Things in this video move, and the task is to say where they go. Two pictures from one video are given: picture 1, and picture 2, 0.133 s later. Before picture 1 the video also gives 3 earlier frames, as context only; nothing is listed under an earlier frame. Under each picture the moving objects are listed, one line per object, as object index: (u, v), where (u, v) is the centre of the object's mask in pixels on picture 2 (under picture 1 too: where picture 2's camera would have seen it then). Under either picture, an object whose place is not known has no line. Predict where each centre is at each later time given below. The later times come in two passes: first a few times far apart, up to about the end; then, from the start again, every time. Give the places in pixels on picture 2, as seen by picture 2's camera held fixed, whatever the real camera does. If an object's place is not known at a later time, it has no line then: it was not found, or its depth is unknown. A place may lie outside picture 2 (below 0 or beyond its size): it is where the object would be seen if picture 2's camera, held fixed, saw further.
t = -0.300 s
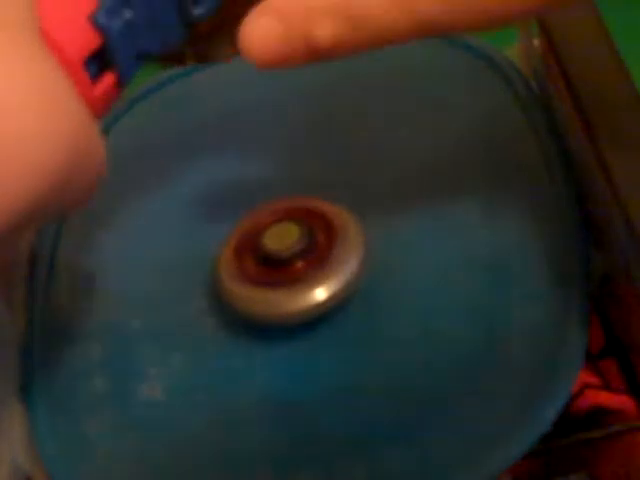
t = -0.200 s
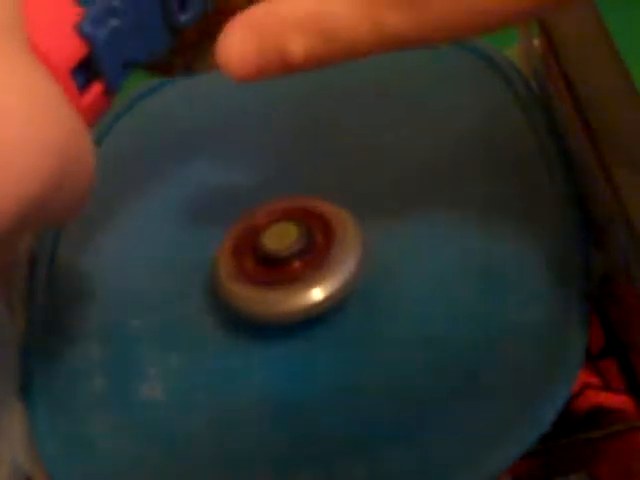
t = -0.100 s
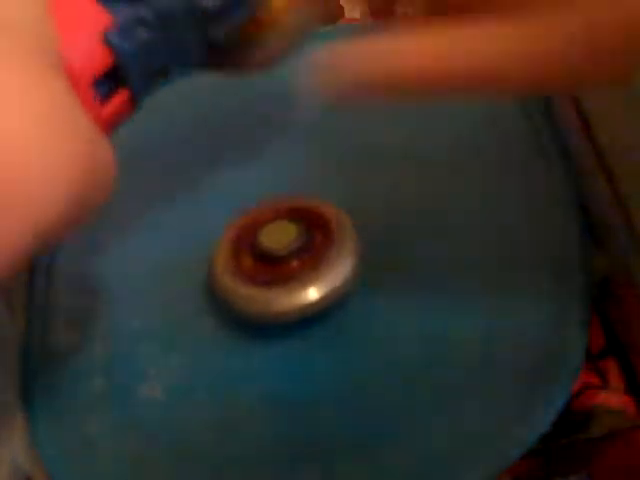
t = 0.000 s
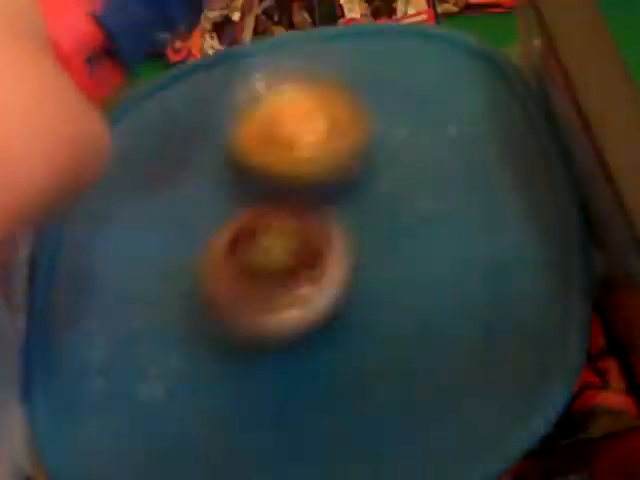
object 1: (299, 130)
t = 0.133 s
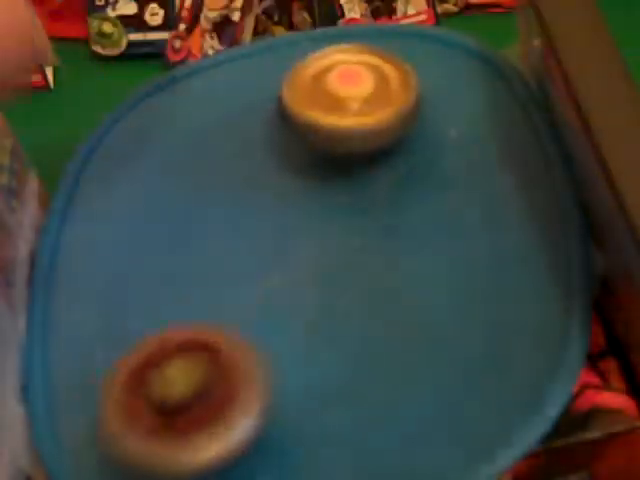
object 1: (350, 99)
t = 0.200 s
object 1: (341, 94)
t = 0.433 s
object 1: (289, 74)
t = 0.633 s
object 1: (266, 67)
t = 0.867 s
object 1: (261, 72)
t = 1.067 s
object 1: (238, 51)
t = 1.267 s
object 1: (234, 77)
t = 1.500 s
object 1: (242, 126)
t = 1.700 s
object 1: (227, 167)
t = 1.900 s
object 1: (230, 214)
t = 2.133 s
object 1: (241, 263)
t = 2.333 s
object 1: (227, 323)
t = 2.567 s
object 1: (217, 347)
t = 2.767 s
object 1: (207, 432)
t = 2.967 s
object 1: (249, 420)
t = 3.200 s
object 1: (277, 374)
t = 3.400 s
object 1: (291, 317)
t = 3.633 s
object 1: (318, 277)
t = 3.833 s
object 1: (347, 280)
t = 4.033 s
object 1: (384, 309)
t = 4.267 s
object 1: (416, 309)
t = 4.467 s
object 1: (428, 311)
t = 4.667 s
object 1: (410, 301)
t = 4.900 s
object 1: (380, 284)
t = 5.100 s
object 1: (353, 259)
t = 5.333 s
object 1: (377, 200)
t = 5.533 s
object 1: (370, 164)
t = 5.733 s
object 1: (375, 126)
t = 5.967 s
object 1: (396, 54)
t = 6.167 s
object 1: (385, 47)
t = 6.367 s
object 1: (376, 65)
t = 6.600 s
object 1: (360, 107)
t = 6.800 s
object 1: (365, 33)
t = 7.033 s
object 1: (315, 51)
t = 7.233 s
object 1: (271, 84)
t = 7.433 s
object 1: (232, 118)
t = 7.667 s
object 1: (197, 153)
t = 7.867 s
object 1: (177, 174)
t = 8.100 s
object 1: (174, 194)
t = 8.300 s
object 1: (190, 207)
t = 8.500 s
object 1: (221, 217)
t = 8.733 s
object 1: (221, 260)
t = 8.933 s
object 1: (233, 290)
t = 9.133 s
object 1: (245, 306)
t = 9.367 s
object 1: (259, 305)
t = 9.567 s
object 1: (280, 312)
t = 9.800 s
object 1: (305, 293)
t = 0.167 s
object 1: (348, 97)
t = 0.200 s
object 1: (341, 94)
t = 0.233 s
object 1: (331, 91)
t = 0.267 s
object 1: (323, 87)
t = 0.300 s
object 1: (315, 83)
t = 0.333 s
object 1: (307, 81)
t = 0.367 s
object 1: (300, 78)
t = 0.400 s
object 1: (295, 76)
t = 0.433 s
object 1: (289, 74)
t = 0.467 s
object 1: (284, 72)
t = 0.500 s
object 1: (280, 70)
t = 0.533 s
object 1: (275, 69)
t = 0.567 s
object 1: (272, 68)
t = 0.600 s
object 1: (269, 67)
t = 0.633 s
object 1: (266, 67)
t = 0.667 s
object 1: (265, 66)
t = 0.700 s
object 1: (264, 66)
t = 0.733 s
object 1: (264, 66)
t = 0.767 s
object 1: (264, 67)
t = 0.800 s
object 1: (263, 68)
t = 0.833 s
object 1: (262, 69)
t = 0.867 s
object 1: (261, 72)
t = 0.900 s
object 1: (261, 75)
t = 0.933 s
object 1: (258, 74)
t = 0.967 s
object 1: (247, 58)
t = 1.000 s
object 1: (242, 50)
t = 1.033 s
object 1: (239, 50)
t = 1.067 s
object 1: (238, 51)
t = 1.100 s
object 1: (236, 53)
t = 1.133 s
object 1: (233, 57)
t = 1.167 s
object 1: (232, 62)
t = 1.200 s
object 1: (232, 66)
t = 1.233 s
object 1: (233, 72)
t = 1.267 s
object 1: (234, 77)
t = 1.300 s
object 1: (235, 83)
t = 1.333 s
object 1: (236, 90)
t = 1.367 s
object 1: (238, 96)
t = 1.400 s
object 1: (240, 104)
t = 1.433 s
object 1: (241, 110)
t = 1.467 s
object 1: (241, 119)
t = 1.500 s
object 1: (242, 126)
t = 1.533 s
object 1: (239, 131)
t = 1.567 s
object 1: (228, 139)
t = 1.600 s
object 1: (227, 143)
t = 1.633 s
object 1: (226, 152)
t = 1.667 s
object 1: (226, 160)
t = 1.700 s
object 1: (227, 167)
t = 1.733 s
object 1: (228, 175)
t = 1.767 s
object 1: (229, 182)
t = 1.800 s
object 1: (229, 190)
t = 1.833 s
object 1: (230, 198)
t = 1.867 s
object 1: (230, 206)
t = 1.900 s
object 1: (230, 214)
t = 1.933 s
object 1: (231, 222)
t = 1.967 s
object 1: (232, 230)
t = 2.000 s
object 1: (234, 237)
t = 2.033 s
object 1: (235, 245)
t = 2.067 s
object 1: (236, 252)
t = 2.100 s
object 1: (239, 258)
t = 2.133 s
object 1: (241, 263)
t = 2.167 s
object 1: (244, 269)
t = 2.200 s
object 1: (238, 283)
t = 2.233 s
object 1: (230, 302)
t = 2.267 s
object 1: (228, 311)
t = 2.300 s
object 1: (227, 317)
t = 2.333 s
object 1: (227, 323)
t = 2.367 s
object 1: (225, 330)
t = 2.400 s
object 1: (224, 334)
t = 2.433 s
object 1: (222, 339)
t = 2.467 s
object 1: (221, 341)
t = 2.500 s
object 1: (220, 344)
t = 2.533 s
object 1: (218, 346)
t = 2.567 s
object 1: (217, 347)
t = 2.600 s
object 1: (216, 347)
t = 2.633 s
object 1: (214, 347)
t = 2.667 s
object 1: (207, 369)
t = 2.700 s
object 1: (202, 409)
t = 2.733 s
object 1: (204, 426)
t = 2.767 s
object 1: (207, 432)
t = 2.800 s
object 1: (212, 433)
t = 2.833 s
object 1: (221, 432)
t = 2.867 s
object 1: (230, 430)
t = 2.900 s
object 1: (237, 426)
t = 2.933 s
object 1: (243, 423)
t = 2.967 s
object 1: (249, 420)
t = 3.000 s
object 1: (255, 416)
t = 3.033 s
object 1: (260, 411)
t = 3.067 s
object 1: (263, 406)
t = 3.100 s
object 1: (267, 399)
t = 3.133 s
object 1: (271, 390)
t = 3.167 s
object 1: (274, 382)
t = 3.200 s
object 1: (277, 374)
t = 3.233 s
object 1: (280, 364)
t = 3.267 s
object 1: (283, 355)
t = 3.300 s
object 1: (286, 345)
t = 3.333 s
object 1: (287, 336)
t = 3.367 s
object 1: (290, 326)
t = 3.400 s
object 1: (291, 317)
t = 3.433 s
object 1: (293, 308)
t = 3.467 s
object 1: (295, 299)
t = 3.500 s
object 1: (297, 290)
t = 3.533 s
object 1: (300, 281)
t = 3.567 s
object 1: (303, 272)
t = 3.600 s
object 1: (307, 267)
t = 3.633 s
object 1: (318, 277)
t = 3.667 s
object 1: (323, 282)
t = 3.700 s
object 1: (325, 281)
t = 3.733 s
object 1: (329, 275)
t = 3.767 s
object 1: (335, 268)
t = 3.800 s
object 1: (340, 265)
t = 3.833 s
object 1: (347, 280)
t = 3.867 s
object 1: (353, 301)
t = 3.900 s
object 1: (356, 314)
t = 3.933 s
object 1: (361, 316)
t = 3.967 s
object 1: (368, 314)
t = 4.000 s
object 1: (376, 312)
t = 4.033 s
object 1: (384, 309)
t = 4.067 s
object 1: (390, 307)
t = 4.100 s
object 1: (395, 305)
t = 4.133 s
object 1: (399, 303)
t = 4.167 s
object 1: (401, 301)
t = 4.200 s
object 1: (404, 298)
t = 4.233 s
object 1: (408, 297)
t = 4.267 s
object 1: (416, 309)
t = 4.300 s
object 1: (421, 313)
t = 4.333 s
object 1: (422, 315)
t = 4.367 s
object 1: (424, 315)
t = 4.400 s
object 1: (426, 314)
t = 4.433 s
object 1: (427, 313)
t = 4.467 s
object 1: (428, 311)
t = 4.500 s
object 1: (427, 311)
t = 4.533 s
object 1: (426, 309)
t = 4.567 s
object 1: (424, 307)
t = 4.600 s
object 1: (420, 305)
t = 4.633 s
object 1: (414, 304)
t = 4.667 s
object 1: (410, 301)
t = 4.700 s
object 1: (404, 299)
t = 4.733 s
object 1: (397, 297)
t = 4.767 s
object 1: (395, 295)
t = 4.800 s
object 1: (391, 292)
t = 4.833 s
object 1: (385, 290)
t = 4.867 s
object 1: (383, 287)
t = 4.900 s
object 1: (380, 284)
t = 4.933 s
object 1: (375, 281)
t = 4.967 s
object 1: (369, 277)
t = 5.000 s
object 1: (365, 273)
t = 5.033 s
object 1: (363, 267)
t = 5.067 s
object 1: (359, 263)
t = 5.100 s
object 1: (353, 259)
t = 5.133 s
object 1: (352, 252)
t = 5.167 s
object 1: (370, 240)
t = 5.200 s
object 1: (380, 227)
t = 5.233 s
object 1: (381, 220)
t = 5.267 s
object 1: (380, 213)
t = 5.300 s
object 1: (379, 207)
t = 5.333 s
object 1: (377, 200)
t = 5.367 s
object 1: (375, 193)
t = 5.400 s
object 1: (374, 187)
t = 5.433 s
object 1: (373, 181)
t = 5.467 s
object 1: (372, 175)
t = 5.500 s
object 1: (371, 170)
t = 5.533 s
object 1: (370, 164)
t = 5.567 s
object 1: (368, 159)
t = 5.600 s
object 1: (368, 154)
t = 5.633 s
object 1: (366, 149)
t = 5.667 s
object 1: (370, 140)
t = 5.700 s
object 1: (374, 131)
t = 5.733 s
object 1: (375, 126)
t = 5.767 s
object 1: (377, 118)
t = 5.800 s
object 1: (391, 92)
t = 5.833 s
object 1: (401, 71)
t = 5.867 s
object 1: (404, 62)
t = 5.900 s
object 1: (404, 58)
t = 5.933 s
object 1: (400, 56)
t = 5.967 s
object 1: (396, 54)
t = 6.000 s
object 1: (394, 51)
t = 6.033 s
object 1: (392, 50)
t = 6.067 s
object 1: (391, 49)
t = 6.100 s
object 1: (389, 48)
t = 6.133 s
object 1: (388, 47)
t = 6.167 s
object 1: (385, 47)
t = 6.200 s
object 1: (383, 49)
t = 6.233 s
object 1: (382, 53)
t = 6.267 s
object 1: (380, 56)
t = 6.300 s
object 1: (379, 58)
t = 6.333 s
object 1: (377, 62)
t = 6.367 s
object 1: (376, 65)
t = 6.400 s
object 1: (374, 72)
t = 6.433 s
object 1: (372, 77)
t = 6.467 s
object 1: (370, 82)
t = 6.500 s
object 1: (368, 89)
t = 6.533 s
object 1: (365, 94)
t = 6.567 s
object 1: (362, 102)
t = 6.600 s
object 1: (360, 107)
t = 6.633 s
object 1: (360, 88)
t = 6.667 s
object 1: (370, 57)
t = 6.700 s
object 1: (375, 40)
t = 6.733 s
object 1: (375, 33)
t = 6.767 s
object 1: (372, 32)
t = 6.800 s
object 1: (365, 33)
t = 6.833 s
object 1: (356, 35)
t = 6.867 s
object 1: (348, 37)
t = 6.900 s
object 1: (341, 40)
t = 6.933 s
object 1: (334, 42)
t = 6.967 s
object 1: (328, 44)
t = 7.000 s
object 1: (321, 47)
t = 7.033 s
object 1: (315, 51)
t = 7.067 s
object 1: (308, 55)
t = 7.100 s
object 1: (300, 60)
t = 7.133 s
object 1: (294, 65)
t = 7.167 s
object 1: (287, 71)
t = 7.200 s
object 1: (280, 77)
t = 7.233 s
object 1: (271, 84)
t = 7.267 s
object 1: (264, 90)
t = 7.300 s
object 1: (258, 95)
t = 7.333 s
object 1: (251, 101)
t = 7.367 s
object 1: (245, 107)
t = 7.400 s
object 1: (238, 113)
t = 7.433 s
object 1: (232, 118)
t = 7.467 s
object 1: (226, 122)
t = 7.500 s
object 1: (220, 128)
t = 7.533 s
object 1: (215, 133)
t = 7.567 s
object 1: (210, 138)
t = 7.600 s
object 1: (205, 144)
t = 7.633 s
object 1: (201, 149)
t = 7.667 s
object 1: (197, 153)
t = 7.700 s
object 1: (192, 157)
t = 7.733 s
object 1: (187, 160)
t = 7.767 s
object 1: (184, 163)
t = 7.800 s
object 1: (181, 168)
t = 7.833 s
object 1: (179, 170)
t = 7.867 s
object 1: (177, 174)
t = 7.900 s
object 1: (175, 178)
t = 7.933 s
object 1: (173, 181)
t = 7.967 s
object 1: (172, 184)
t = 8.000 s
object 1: (172, 187)
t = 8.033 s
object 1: (172, 189)
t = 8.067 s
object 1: (172, 192)
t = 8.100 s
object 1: (174, 194)
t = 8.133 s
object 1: (175, 196)
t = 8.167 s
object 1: (177, 199)
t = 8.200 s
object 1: (179, 201)
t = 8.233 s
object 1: (182, 203)
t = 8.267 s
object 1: (186, 206)
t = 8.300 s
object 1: (190, 207)
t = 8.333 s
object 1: (195, 209)
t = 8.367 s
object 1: (201, 210)
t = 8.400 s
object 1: (204, 213)
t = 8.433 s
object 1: (210, 214)
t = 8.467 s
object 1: (215, 216)
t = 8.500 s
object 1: (221, 217)
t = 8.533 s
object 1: (226, 220)
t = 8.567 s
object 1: (231, 222)
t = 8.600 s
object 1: (236, 224)
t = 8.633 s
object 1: (241, 227)
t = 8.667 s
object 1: (240, 232)
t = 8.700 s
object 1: (232, 244)
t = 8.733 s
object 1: (221, 260)
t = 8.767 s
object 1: (219, 267)
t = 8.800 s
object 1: (222, 272)
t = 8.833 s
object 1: (225, 277)
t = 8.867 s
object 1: (228, 282)
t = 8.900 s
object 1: (231, 286)
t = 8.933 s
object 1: (233, 290)
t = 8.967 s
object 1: (236, 294)
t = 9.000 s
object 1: (238, 298)
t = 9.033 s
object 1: (240, 300)
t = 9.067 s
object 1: (242, 303)
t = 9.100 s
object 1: (244, 305)
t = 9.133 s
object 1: (245, 306)
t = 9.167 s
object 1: (247, 307)
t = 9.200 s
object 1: (248, 308)
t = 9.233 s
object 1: (250, 308)
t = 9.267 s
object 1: (252, 308)
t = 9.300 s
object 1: (253, 308)
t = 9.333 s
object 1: (256, 307)
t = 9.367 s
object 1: (259, 305)
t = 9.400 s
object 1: (261, 304)
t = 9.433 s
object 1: (263, 302)
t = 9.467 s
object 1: (269, 307)
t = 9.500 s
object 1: (274, 313)
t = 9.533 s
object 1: (277, 313)
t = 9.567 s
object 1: (280, 312)
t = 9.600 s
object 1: (284, 311)
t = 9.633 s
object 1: (287, 309)
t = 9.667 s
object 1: (290, 306)
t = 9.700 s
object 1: (294, 303)
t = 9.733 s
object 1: (298, 299)
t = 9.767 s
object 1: (302, 296)
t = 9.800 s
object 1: (305, 293)
